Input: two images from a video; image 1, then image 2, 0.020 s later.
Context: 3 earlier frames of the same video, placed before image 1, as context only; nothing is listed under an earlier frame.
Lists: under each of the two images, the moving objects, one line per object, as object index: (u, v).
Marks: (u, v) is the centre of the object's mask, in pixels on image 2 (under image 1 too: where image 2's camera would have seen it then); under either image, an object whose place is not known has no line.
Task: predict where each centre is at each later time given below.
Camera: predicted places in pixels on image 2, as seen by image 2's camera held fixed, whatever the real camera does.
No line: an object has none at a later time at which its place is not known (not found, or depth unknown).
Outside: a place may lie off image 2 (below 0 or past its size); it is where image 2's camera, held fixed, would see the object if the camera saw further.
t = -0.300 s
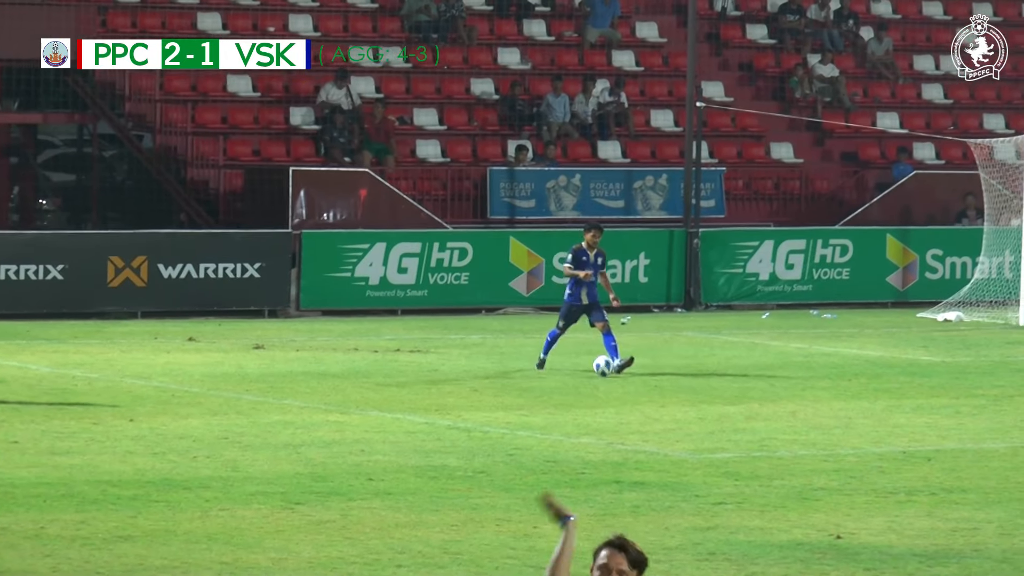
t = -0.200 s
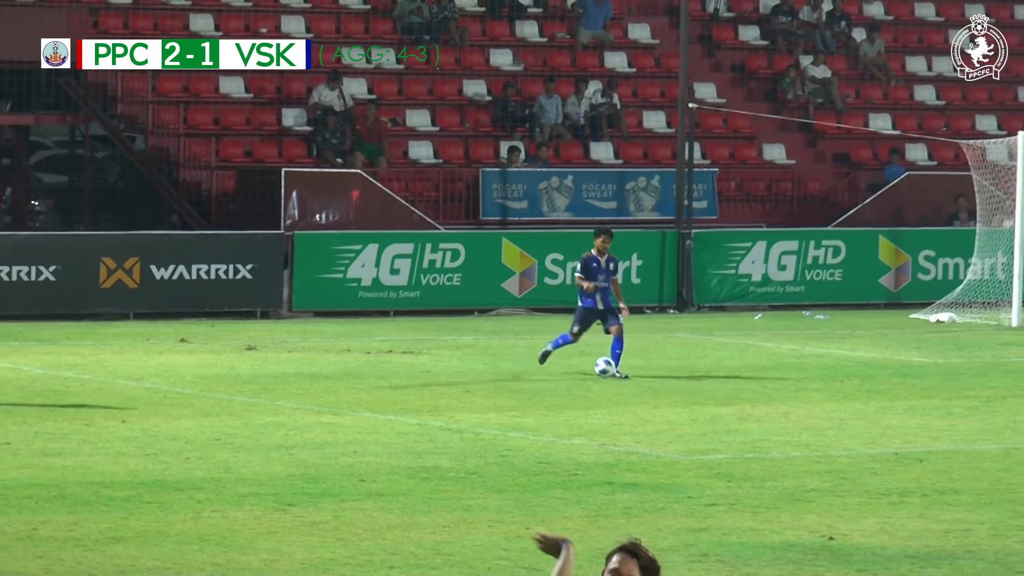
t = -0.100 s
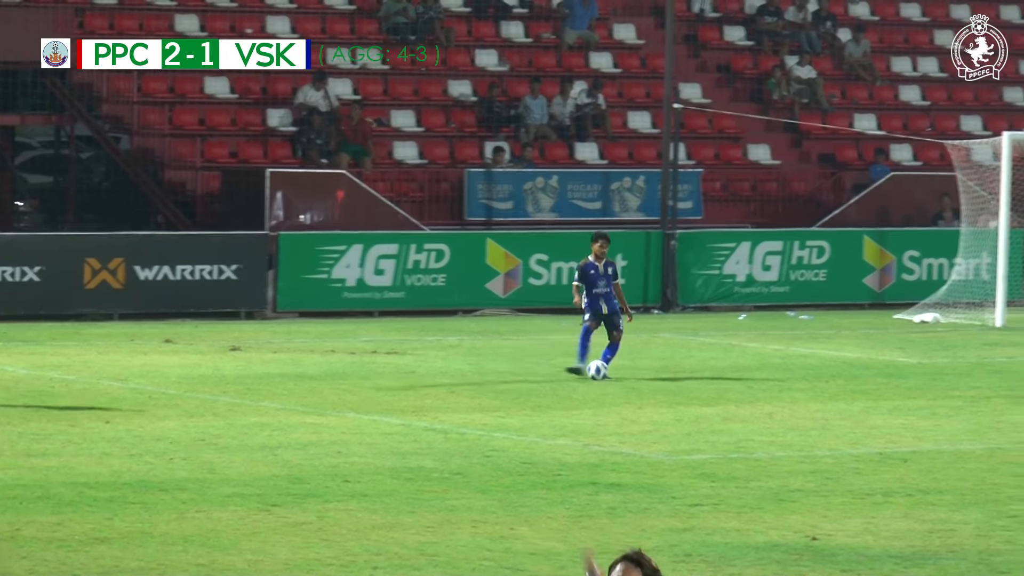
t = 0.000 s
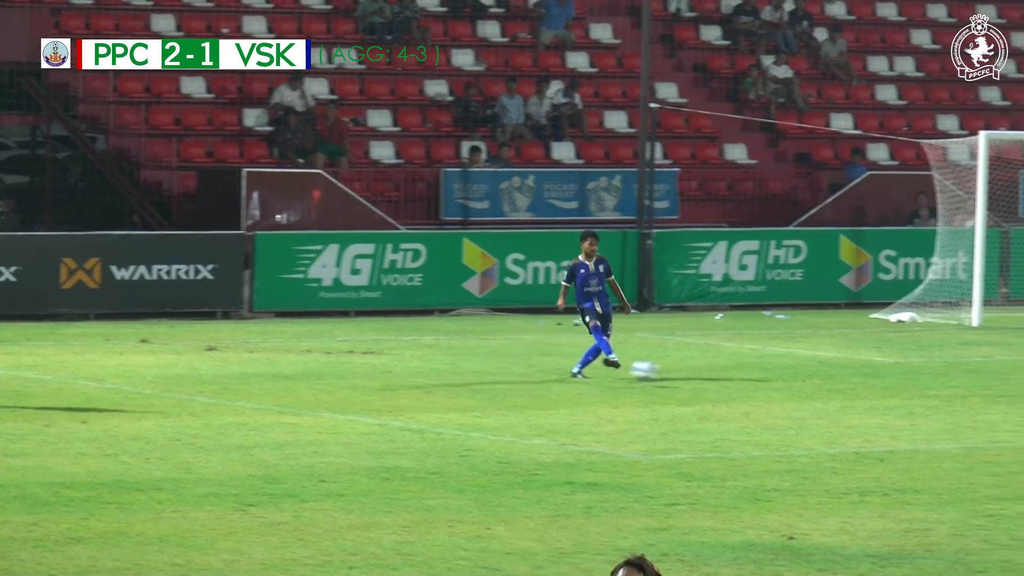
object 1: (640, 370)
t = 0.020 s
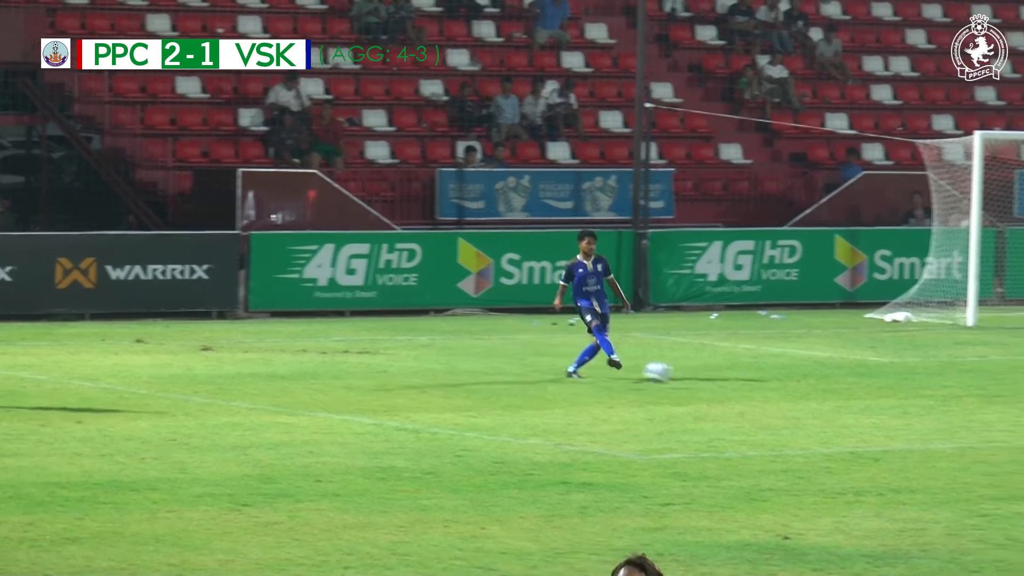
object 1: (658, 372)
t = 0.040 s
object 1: (675, 374)
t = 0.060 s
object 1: (693, 377)
